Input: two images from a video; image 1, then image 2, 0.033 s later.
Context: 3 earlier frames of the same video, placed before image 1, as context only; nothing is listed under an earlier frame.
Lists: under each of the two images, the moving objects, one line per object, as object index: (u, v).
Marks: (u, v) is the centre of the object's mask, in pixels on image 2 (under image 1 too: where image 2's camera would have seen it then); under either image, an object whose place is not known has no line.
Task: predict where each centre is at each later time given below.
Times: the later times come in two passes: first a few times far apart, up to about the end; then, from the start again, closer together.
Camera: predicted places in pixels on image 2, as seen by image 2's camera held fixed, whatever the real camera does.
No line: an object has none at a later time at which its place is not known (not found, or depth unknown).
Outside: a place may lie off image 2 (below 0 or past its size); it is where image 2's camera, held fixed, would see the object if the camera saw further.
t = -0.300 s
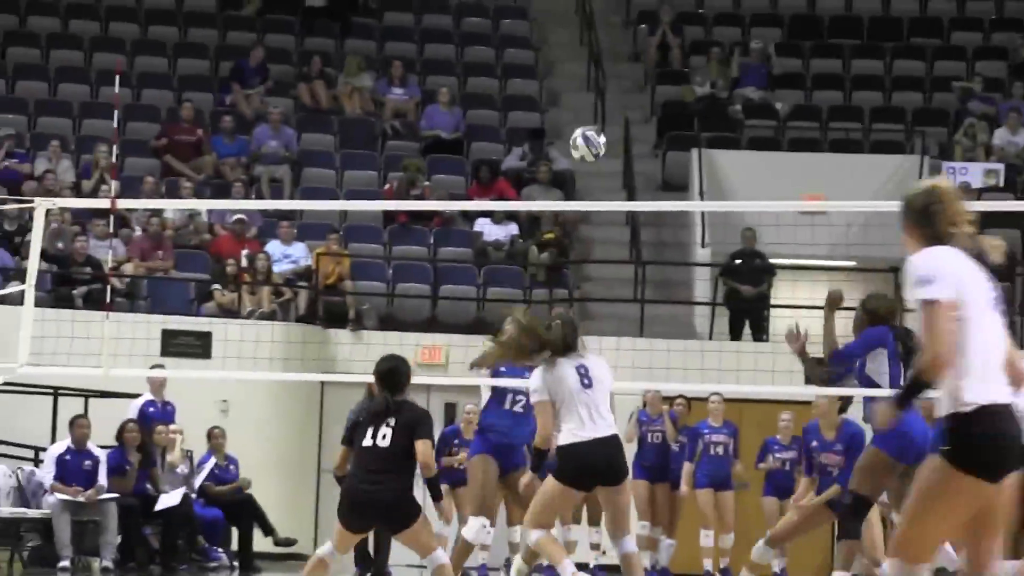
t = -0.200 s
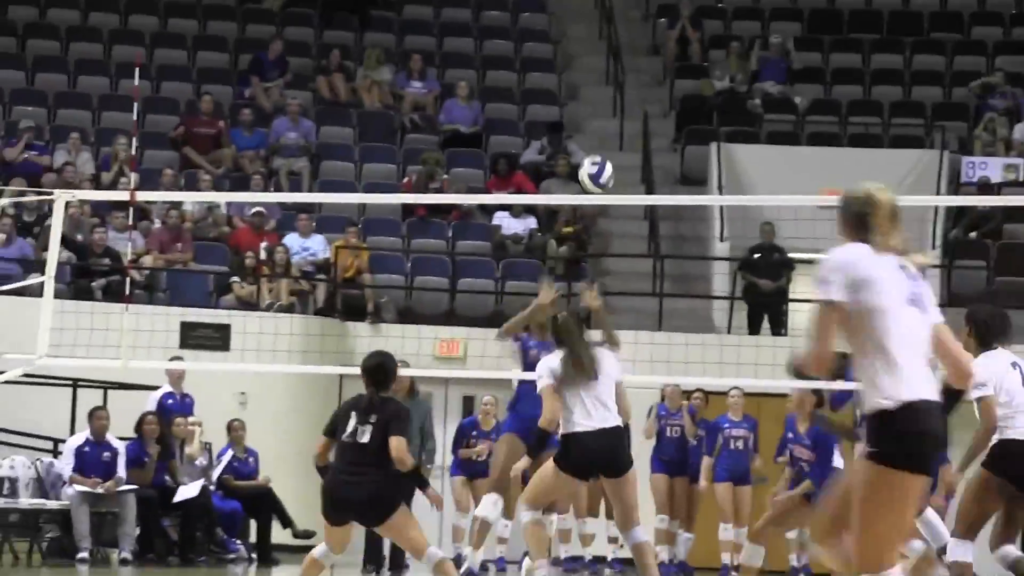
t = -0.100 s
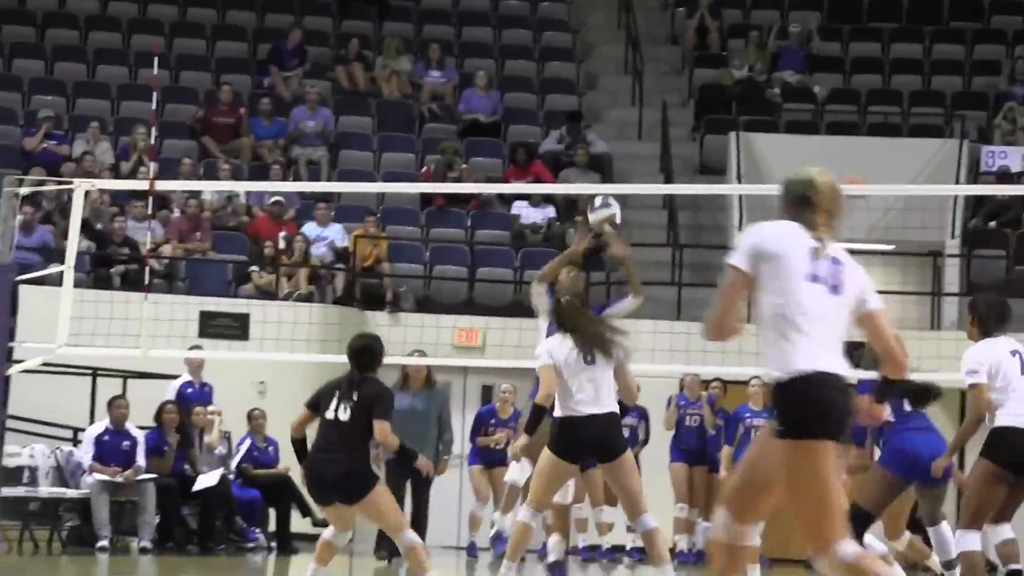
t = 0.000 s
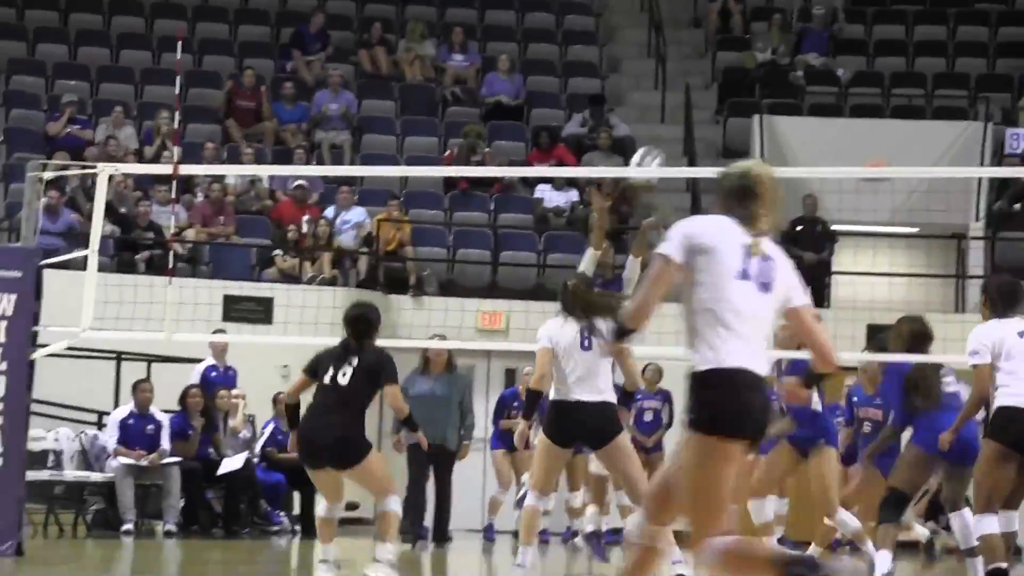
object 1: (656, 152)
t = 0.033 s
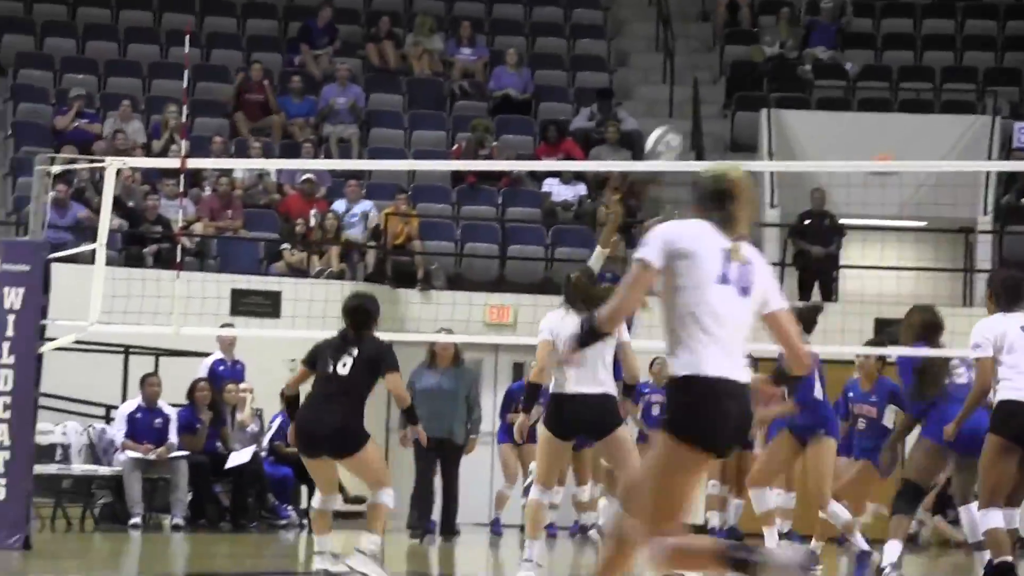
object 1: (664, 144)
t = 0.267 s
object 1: (726, 90)
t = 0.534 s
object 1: (810, 137)
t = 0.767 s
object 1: (891, 315)
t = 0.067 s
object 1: (672, 134)
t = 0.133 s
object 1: (688, 112)
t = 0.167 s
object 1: (696, 104)
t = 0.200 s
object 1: (707, 97)
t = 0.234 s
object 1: (716, 93)
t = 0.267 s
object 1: (726, 90)
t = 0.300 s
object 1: (735, 89)
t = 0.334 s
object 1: (746, 90)
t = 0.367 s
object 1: (756, 92)
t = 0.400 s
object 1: (766, 97)
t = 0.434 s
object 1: (778, 103)
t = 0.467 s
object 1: (789, 112)
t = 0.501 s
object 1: (799, 124)
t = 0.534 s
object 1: (810, 137)
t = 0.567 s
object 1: (821, 153)
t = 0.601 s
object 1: (830, 174)
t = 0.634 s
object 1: (843, 195)
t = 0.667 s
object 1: (855, 218)
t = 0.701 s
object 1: (866, 246)
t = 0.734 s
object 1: (878, 281)
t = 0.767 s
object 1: (891, 315)
